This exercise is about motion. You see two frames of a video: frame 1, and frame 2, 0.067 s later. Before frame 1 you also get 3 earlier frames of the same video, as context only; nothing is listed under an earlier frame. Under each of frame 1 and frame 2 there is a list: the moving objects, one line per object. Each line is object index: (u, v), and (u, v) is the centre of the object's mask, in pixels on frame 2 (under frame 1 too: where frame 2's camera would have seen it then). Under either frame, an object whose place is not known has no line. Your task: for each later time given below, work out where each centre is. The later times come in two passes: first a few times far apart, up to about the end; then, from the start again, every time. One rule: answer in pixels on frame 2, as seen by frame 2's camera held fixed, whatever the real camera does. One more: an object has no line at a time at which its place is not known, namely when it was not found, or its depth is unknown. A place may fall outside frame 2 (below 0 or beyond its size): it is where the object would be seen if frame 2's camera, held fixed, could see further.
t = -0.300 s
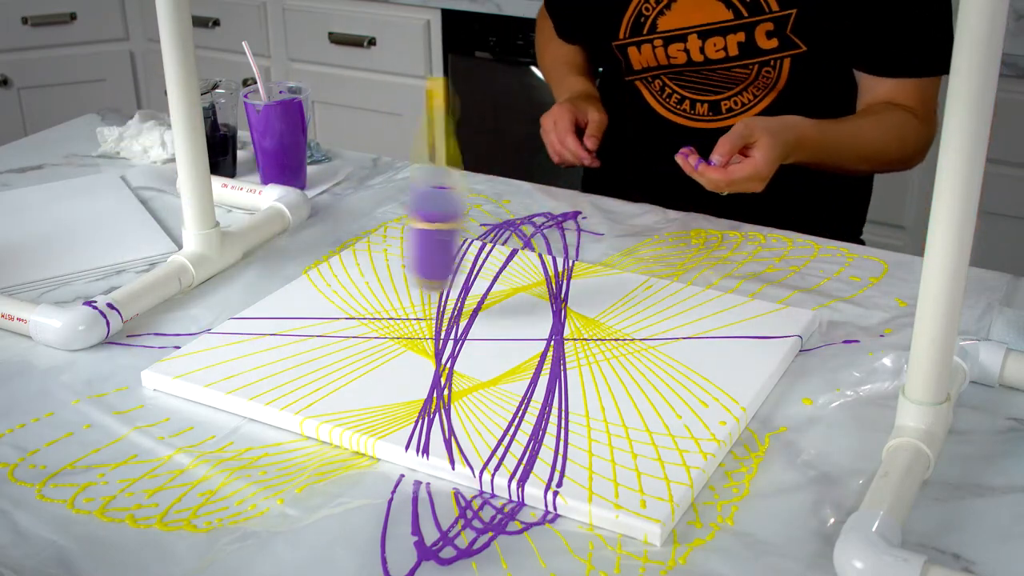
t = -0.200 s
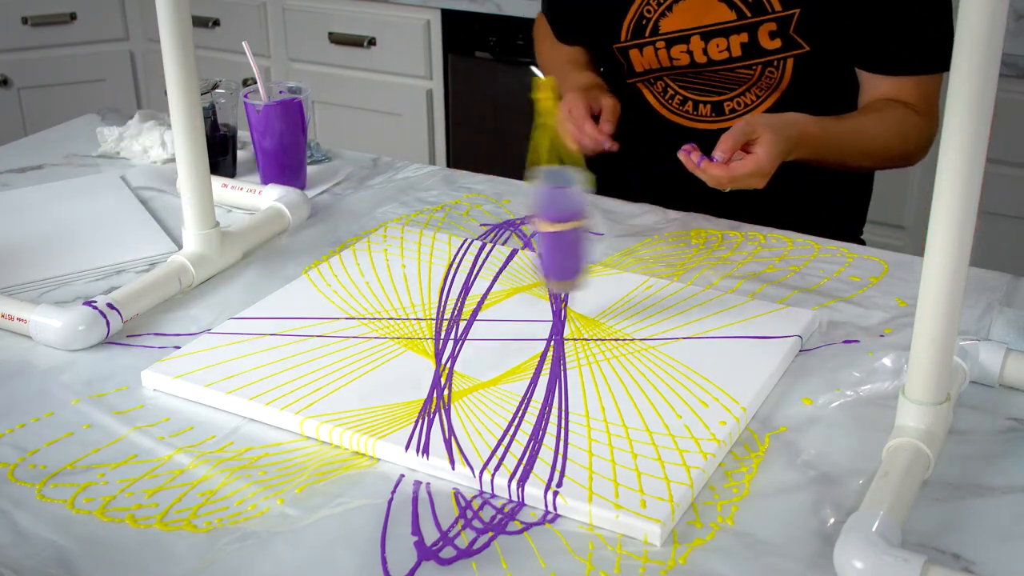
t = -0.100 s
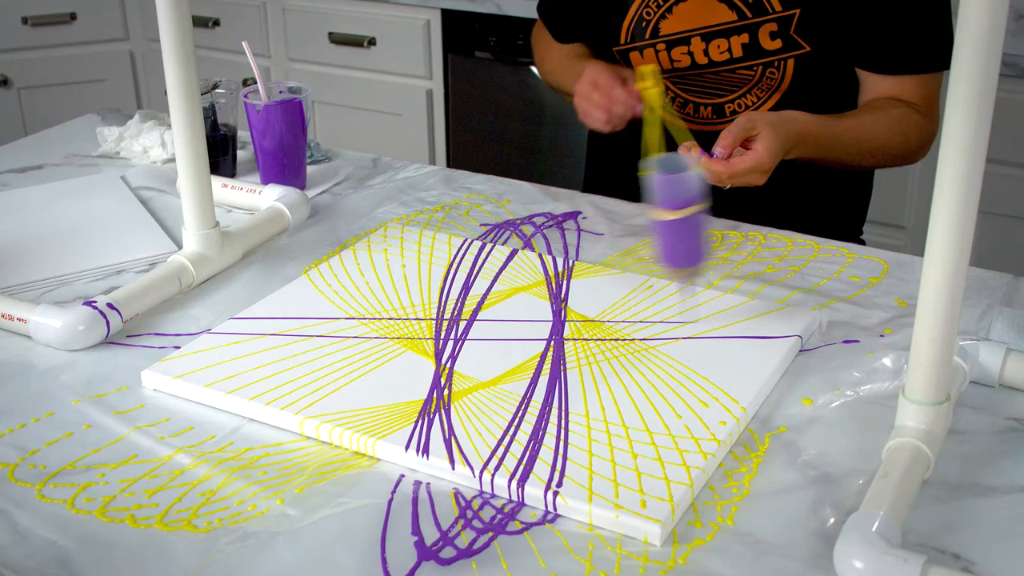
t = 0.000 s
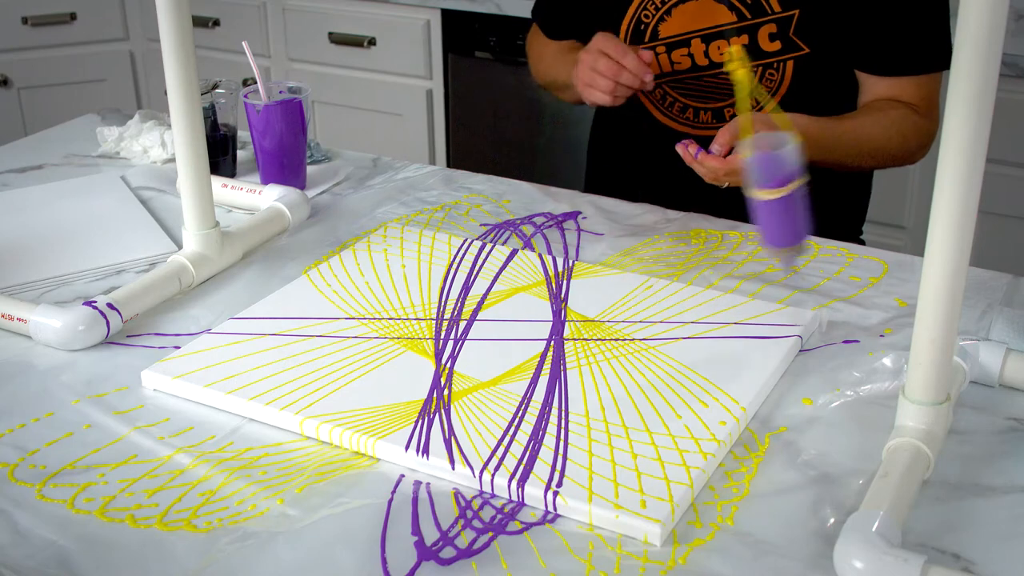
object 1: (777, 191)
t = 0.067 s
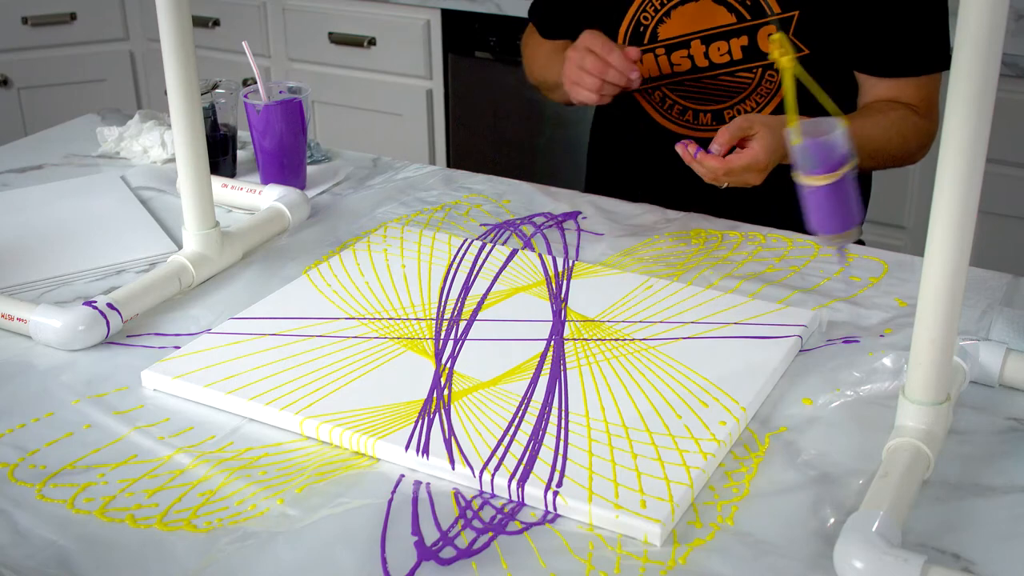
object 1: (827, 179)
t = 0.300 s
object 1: (868, 172)
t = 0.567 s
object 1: (661, 233)
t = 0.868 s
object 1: (297, 226)
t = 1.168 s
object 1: (141, 166)
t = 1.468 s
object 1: (308, 203)
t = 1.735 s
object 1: (615, 218)
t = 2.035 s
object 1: (853, 176)
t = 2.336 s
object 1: (770, 208)
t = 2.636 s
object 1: (433, 240)
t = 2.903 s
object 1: (194, 187)
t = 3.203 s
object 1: (204, 177)
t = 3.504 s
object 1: (481, 220)
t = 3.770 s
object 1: (758, 197)
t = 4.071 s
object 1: (844, 188)
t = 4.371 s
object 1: (608, 242)
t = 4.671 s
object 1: (281, 215)
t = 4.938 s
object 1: (173, 168)
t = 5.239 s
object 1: (329, 201)
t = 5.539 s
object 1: (646, 215)
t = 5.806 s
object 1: (834, 189)
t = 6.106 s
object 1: (751, 222)
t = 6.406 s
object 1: (429, 253)
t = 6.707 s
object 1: (202, 183)
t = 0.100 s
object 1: (844, 173)
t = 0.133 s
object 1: (860, 170)
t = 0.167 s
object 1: (871, 167)
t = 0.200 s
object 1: (878, 166)
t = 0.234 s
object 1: (879, 166)
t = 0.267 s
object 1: (876, 169)
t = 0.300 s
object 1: (868, 172)
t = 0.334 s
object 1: (856, 177)
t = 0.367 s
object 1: (840, 183)
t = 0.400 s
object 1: (820, 191)
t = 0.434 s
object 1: (795, 199)
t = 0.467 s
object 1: (766, 207)
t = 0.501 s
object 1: (735, 216)
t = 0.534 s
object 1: (700, 224)
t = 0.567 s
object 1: (661, 233)
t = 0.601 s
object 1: (622, 237)
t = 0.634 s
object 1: (581, 242)
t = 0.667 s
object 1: (537, 246)
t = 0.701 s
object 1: (495, 248)
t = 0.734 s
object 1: (451, 244)
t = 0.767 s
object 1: (411, 242)
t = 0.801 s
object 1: (371, 239)
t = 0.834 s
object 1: (331, 240)
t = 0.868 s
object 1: (297, 226)
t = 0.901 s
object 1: (268, 214)
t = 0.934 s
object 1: (239, 203)
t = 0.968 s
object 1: (212, 196)
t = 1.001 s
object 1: (191, 191)
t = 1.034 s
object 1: (173, 184)
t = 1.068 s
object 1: (157, 179)
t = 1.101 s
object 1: (148, 172)
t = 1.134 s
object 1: (143, 168)
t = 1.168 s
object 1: (141, 166)
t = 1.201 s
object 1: (144, 166)
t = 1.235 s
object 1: (151, 166)
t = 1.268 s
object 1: (163, 168)
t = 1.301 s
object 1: (178, 173)
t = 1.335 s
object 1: (198, 178)
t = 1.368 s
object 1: (220, 184)
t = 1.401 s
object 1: (247, 186)
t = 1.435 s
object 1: (277, 197)
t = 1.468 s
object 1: (308, 203)
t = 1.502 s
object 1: (342, 212)
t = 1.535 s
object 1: (378, 218)
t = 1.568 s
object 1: (417, 219)
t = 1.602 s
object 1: (456, 222)
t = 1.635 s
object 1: (496, 222)
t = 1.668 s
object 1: (537, 223)
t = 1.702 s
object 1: (576, 220)
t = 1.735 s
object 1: (615, 218)
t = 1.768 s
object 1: (652, 215)
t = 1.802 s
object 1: (687, 208)
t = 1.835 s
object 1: (720, 201)
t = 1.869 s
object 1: (752, 196)
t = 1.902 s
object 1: (779, 191)
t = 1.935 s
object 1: (803, 187)
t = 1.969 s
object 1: (823, 181)
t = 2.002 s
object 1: (840, 177)
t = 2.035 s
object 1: (853, 176)
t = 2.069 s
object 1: (861, 173)
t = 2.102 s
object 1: (865, 173)
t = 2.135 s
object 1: (865, 174)
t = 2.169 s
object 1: (860, 177)
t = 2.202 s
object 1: (850, 182)
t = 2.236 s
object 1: (837, 187)
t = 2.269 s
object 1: (819, 194)
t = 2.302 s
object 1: (797, 201)
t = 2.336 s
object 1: (770, 208)
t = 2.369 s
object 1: (741, 215)
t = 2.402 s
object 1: (708, 223)
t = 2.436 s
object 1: (672, 230)
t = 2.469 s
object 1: (635, 236)
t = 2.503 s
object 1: (596, 242)
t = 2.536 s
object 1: (555, 246)
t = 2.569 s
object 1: (513, 246)
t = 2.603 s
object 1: (473, 242)
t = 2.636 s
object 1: (433, 240)
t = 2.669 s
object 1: (394, 238)
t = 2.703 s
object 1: (356, 234)
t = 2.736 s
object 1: (322, 227)
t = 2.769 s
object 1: (290, 220)
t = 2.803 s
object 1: (262, 209)
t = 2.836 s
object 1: (236, 199)
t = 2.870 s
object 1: (212, 194)
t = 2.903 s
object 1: (194, 187)
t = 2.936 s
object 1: (179, 183)
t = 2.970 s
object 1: (167, 177)
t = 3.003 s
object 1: (160, 172)
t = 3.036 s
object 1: (157, 169)
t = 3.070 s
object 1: (158, 169)
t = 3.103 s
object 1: (164, 168)
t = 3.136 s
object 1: (174, 167)
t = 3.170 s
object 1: (188, 172)
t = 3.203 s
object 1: (204, 177)
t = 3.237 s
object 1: (225, 182)
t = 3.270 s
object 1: (250, 184)
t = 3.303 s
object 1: (276, 194)
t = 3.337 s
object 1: (304, 197)
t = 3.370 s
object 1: (336, 208)
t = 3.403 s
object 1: (370, 214)
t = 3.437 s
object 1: (407, 218)
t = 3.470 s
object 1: (442, 219)
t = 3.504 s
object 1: (481, 220)
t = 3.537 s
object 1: (520, 221)
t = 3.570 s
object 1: (558, 220)
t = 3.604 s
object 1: (596, 218)
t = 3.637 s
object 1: (632, 215)
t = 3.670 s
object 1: (666, 212)
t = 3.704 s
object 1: (699, 208)
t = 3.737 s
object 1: (730, 202)
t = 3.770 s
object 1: (758, 197)
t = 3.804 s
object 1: (784, 194)
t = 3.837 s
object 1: (805, 190)
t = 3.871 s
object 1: (823, 186)
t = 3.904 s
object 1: (838, 183)
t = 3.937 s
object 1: (848, 182)
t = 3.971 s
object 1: (854, 181)
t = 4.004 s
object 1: (855, 182)
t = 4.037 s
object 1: (851, 185)
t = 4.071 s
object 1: (844, 188)
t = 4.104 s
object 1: (832, 194)
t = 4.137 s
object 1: (817, 199)
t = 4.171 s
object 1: (796, 205)
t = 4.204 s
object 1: (772, 212)
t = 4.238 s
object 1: (745, 218)
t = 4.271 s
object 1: (715, 225)
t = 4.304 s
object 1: (681, 232)
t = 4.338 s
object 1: (645, 237)
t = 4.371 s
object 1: (608, 242)
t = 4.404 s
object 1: (568, 245)
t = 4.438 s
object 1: (529, 248)
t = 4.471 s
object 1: (489, 244)
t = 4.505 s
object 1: (450, 242)
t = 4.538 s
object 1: (412, 239)
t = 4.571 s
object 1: (377, 235)
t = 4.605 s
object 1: (342, 232)
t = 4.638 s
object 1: (310, 223)
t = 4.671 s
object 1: (281, 215)
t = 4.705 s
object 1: (256, 206)
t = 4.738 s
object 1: (234, 196)
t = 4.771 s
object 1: (214, 190)
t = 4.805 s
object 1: (197, 184)
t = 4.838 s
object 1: (186, 178)
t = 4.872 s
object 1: (178, 174)
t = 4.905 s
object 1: (173, 170)
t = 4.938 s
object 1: (173, 168)
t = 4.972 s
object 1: (177, 168)
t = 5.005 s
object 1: (185, 169)
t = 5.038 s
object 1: (196, 170)
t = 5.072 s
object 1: (210, 174)
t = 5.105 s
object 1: (228, 177)
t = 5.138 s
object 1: (251, 179)
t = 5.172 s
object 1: (274, 188)
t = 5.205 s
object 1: (300, 192)
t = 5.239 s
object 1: (329, 201)
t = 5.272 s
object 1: (360, 216)
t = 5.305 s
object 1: (395, 214)
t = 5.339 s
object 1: (430, 216)
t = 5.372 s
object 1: (466, 217)
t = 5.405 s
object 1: (504, 219)
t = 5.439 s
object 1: (541, 221)
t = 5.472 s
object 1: (577, 219)
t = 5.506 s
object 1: (612, 217)
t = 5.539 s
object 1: (646, 215)
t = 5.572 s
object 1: (680, 211)
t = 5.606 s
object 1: (711, 208)
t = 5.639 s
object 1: (741, 205)
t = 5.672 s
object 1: (766, 199)
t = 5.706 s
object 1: (788, 196)
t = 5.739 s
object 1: (807, 194)
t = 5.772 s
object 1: (822, 190)
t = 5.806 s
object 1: (834, 189)
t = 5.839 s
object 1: (841, 188)
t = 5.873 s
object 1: (845, 188)
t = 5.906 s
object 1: (844, 191)
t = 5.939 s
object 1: (839, 194)
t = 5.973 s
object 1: (830, 198)
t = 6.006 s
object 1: (816, 203)
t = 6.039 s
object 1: (798, 209)
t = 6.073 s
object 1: (777, 215)
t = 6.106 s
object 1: (751, 222)
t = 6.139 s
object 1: (722, 229)
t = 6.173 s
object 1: (690, 235)
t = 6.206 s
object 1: (657, 242)
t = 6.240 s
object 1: (620, 245)
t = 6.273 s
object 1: (583, 248)
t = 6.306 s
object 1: (544, 260)
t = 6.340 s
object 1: (506, 259)
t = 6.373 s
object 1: (466, 250)
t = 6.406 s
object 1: (429, 253)
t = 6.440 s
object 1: (393, 244)
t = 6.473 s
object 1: (359, 236)
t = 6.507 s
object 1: (328, 229)
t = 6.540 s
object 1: (301, 220)
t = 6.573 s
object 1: (275, 211)
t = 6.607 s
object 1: (252, 200)
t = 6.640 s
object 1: (232, 192)
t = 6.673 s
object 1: (215, 186)
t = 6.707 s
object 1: (202, 183)
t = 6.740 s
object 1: (192, 178)
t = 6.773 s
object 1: (187, 172)
